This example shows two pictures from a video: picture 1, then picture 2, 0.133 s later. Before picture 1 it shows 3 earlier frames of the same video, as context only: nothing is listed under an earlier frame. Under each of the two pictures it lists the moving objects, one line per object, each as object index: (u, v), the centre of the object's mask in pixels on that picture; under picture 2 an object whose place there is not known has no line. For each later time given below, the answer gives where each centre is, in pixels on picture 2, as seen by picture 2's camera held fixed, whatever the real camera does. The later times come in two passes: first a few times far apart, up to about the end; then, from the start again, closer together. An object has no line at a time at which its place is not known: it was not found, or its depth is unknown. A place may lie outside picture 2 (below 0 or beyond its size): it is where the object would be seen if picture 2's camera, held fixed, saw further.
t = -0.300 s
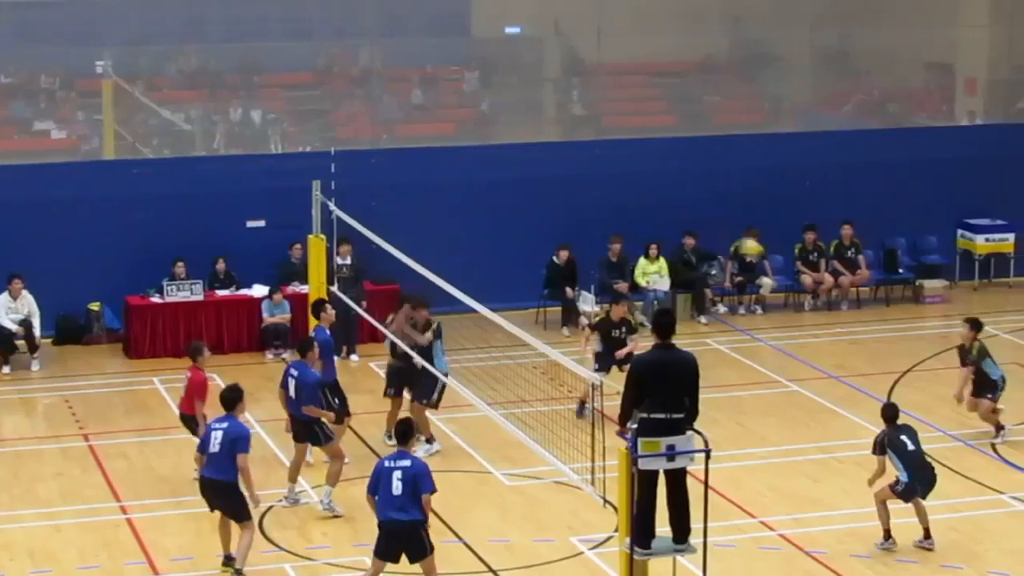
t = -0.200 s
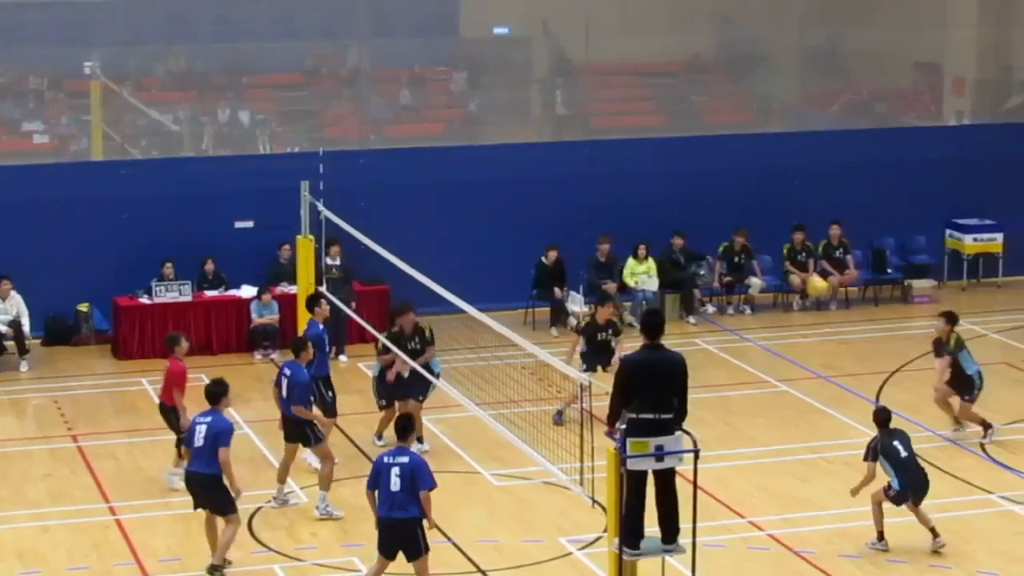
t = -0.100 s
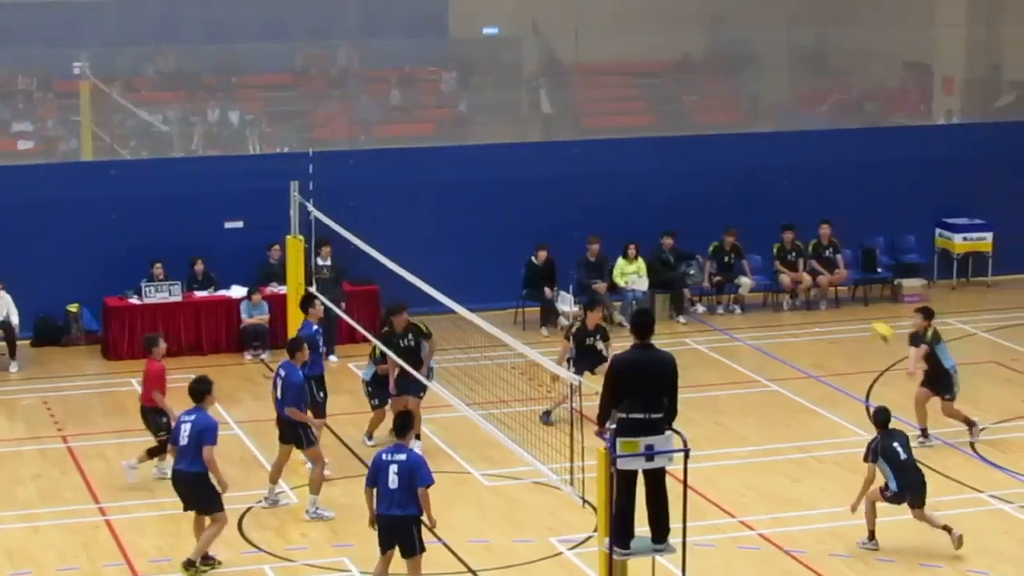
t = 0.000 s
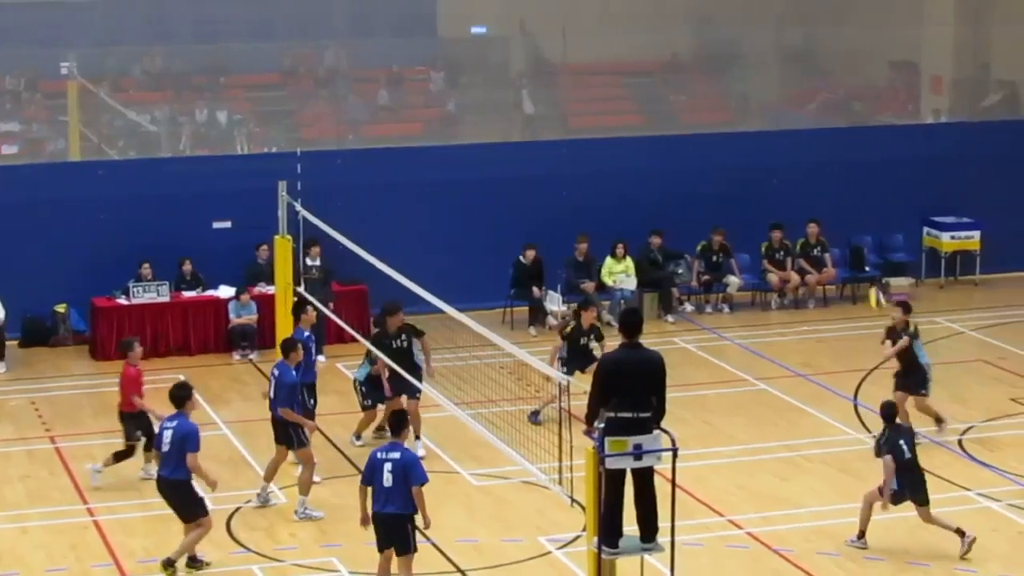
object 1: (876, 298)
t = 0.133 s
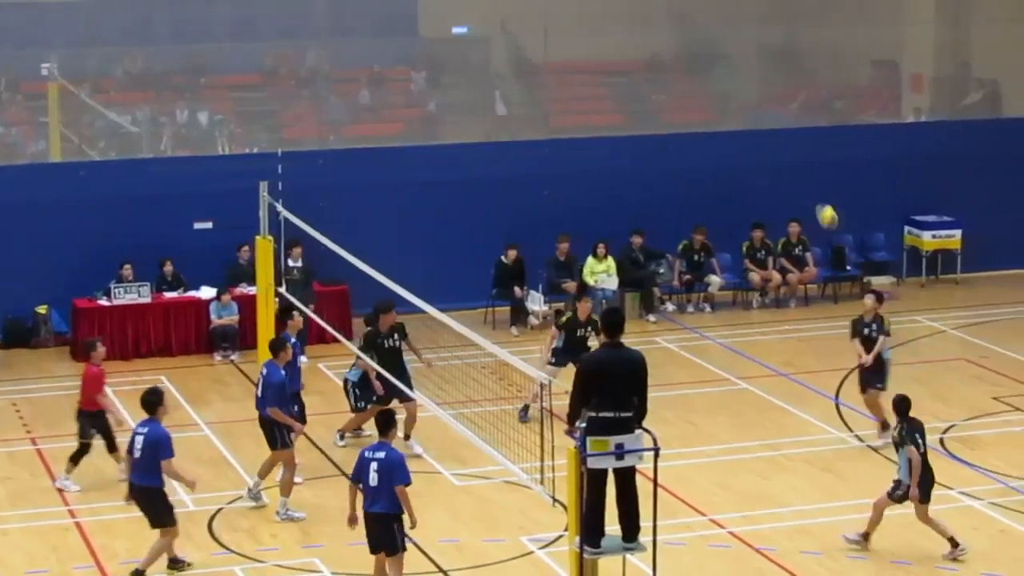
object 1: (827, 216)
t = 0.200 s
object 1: (810, 181)
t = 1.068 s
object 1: (595, 62)
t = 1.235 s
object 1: (555, 117)
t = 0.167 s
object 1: (819, 199)
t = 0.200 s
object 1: (810, 181)
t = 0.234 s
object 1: (801, 164)
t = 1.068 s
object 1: (595, 62)
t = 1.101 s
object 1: (587, 72)
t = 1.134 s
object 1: (579, 80)
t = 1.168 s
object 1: (571, 92)
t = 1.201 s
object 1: (563, 104)
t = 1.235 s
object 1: (555, 117)
